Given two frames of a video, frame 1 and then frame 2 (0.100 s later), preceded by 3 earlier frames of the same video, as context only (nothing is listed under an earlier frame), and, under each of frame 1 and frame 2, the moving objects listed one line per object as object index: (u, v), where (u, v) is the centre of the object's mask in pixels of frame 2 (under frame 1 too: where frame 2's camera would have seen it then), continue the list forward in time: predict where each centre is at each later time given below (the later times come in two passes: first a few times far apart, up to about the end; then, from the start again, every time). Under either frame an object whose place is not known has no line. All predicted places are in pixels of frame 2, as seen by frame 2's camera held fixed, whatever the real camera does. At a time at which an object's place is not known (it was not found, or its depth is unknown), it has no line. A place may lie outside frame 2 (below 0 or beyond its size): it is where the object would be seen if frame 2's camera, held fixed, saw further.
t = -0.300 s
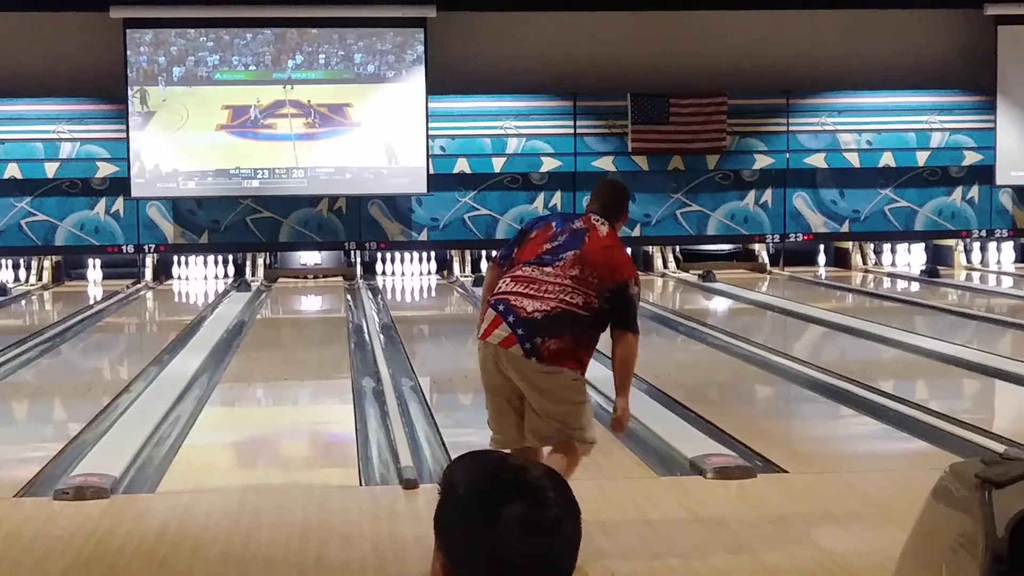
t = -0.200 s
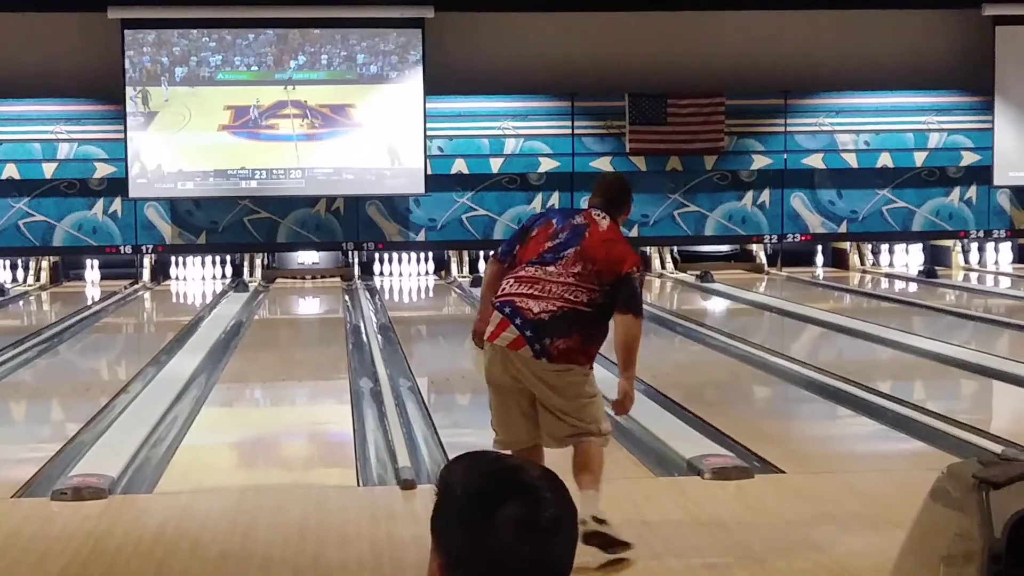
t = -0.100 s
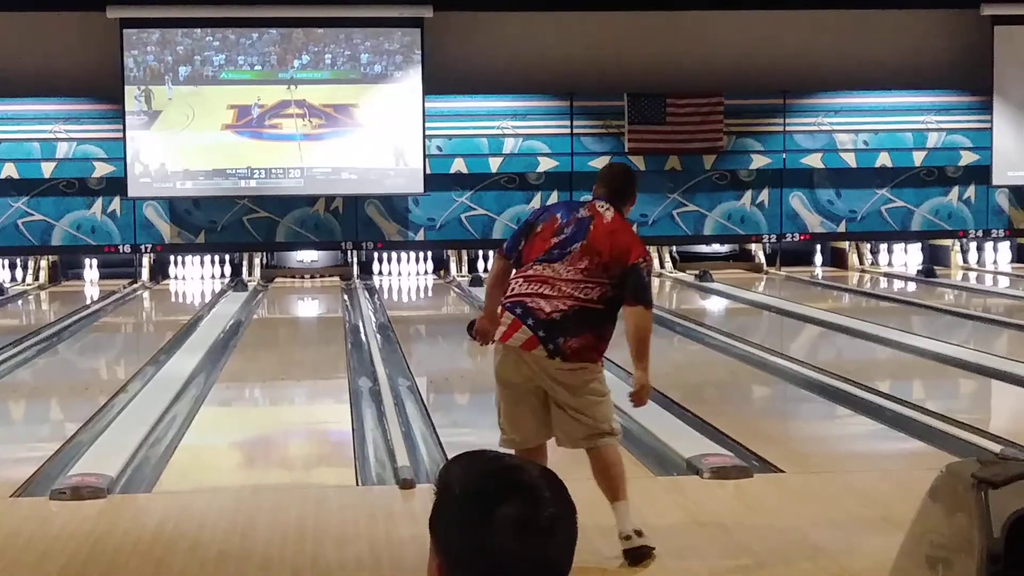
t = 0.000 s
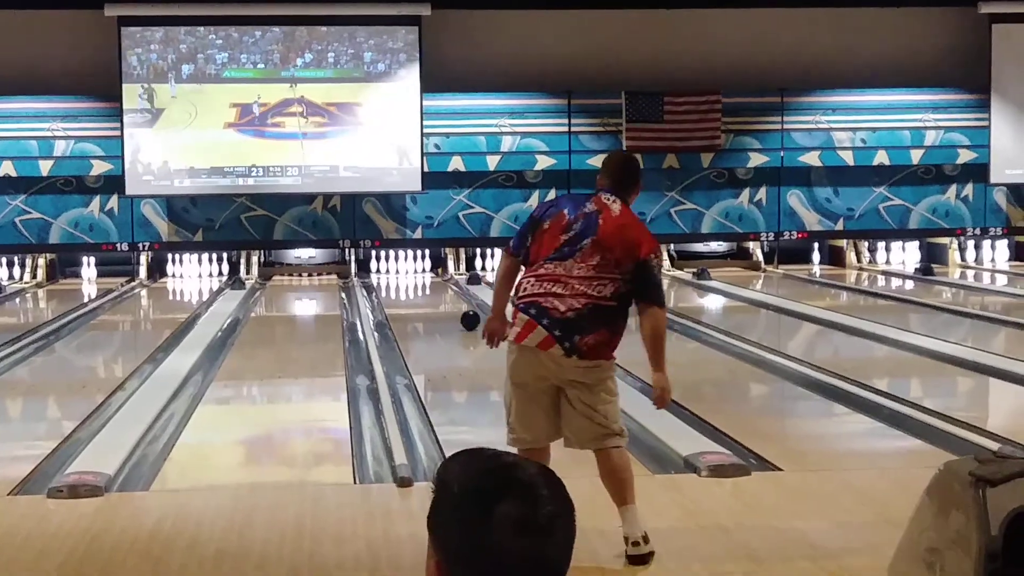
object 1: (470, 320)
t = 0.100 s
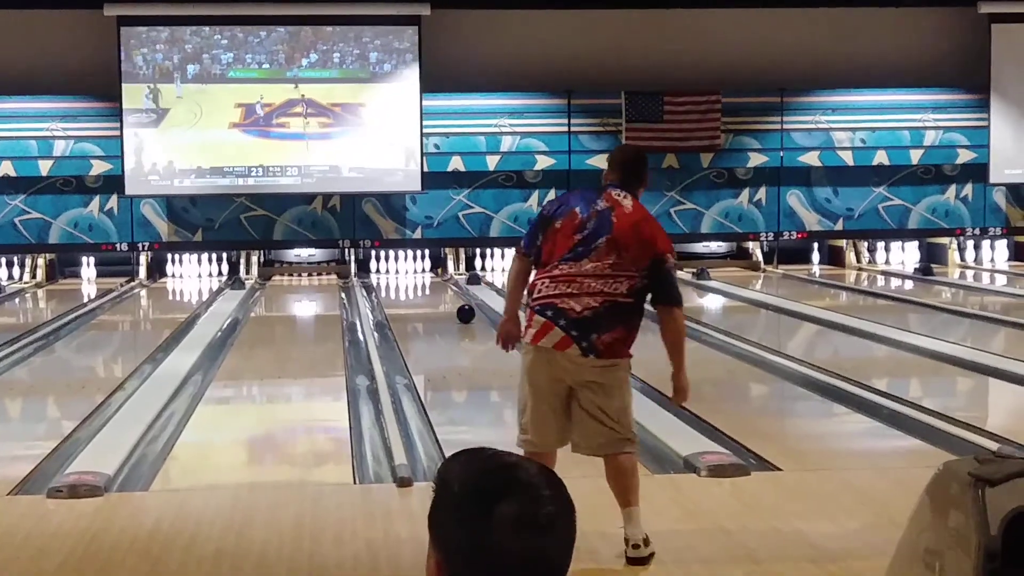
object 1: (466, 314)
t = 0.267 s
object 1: (459, 305)
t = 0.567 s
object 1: (447, 291)
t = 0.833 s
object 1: (436, 282)
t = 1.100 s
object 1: (423, 274)
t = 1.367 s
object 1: (410, 269)
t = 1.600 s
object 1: (410, 265)
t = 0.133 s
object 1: (464, 312)
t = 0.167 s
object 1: (463, 310)
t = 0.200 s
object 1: (461, 308)
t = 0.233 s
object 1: (460, 306)
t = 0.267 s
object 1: (459, 305)
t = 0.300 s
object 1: (457, 303)
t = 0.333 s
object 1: (456, 301)
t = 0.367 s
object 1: (455, 300)
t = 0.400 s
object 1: (453, 298)
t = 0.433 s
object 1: (452, 297)
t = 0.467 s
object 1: (451, 295)
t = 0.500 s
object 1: (450, 294)
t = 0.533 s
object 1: (448, 293)
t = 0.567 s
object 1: (447, 291)
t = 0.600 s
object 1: (446, 290)
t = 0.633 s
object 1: (444, 289)
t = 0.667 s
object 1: (443, 288)
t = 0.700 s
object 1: (442, 286)
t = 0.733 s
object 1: (440, 285)
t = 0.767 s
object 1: (439, 284)
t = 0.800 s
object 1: (437, 283)
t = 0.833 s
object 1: (436, 282)
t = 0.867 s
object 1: (434, 281)
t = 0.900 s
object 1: (433, 280)
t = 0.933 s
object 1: (431, 279)
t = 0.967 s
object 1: (429, 278)
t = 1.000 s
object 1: (428, 277)
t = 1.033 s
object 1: (426, 276)
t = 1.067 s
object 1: (425, 275)
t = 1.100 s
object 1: (423, 274)
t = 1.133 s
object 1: (421, 274)
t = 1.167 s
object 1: (419, 273)
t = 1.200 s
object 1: (417, 272)
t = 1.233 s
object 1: (415, 271)
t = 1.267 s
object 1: (413, 270)
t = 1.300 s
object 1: (412, 270)
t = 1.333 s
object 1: (410, 269)
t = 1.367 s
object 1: (410, 269)
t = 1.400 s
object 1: (411, 268)
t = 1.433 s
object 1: (411, 268)
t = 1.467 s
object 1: (411, 267)
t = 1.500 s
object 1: (410, 266)
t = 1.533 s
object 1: (411, 266)
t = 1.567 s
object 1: (410, 265)
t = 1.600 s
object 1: (410, 265)
